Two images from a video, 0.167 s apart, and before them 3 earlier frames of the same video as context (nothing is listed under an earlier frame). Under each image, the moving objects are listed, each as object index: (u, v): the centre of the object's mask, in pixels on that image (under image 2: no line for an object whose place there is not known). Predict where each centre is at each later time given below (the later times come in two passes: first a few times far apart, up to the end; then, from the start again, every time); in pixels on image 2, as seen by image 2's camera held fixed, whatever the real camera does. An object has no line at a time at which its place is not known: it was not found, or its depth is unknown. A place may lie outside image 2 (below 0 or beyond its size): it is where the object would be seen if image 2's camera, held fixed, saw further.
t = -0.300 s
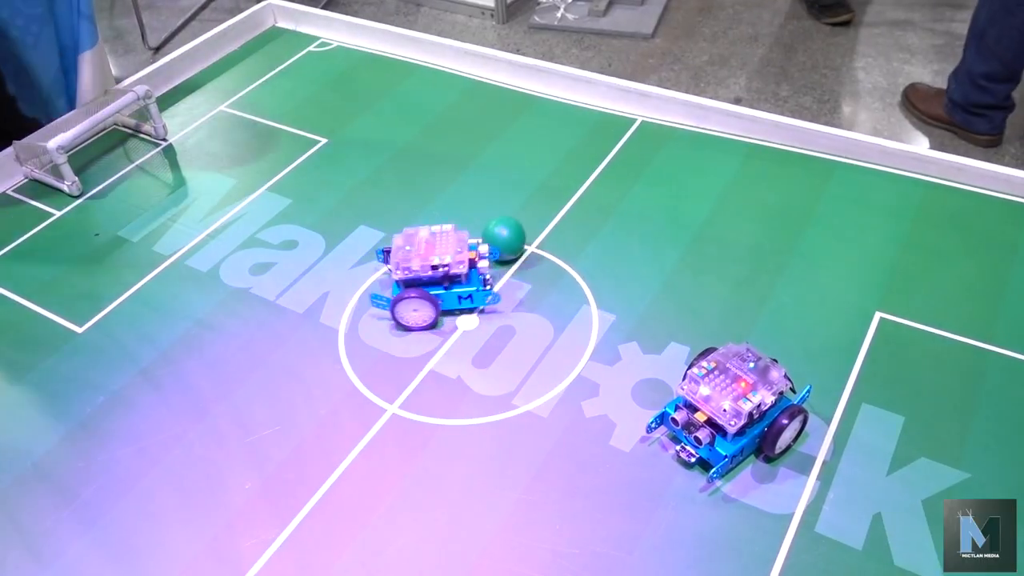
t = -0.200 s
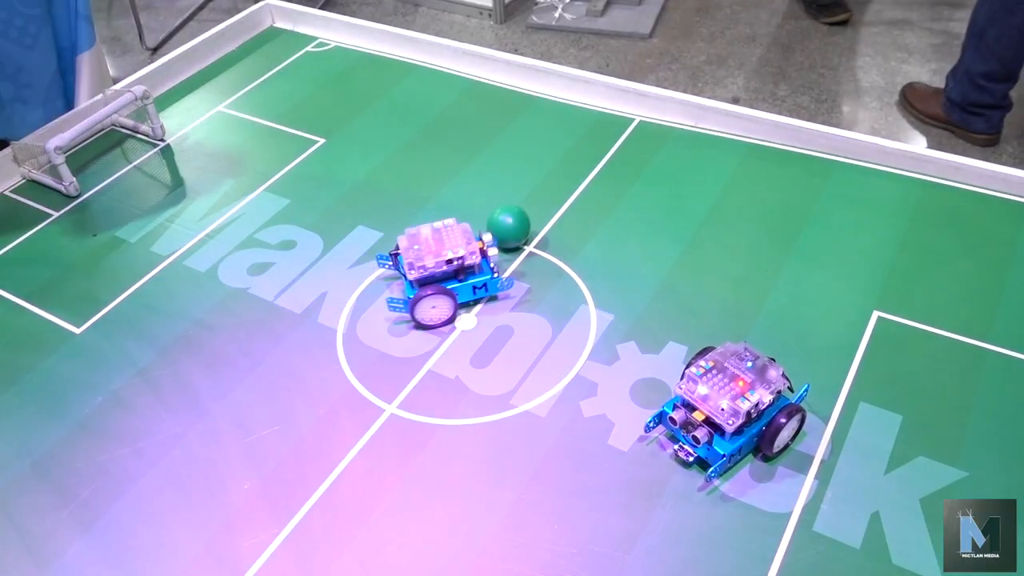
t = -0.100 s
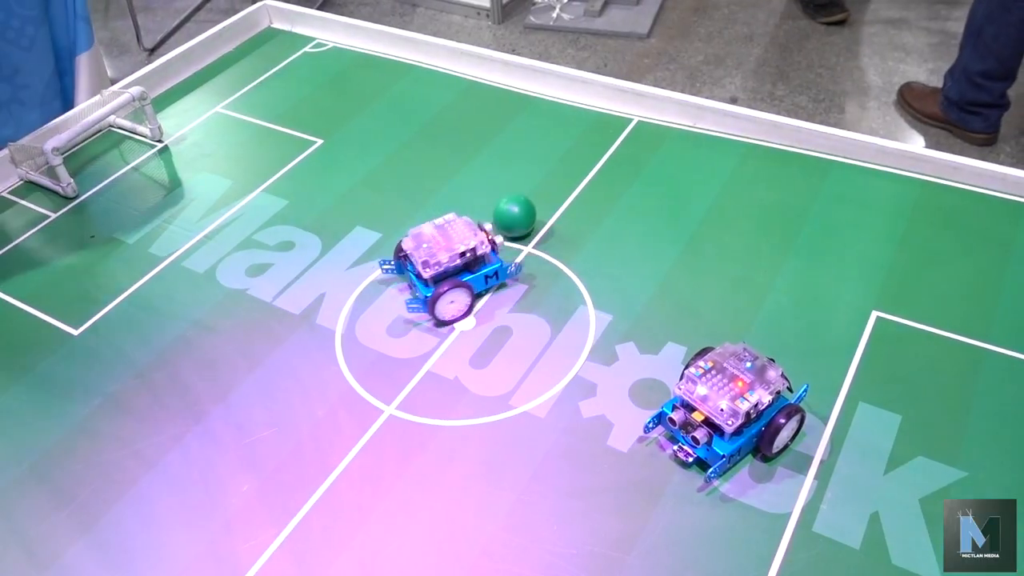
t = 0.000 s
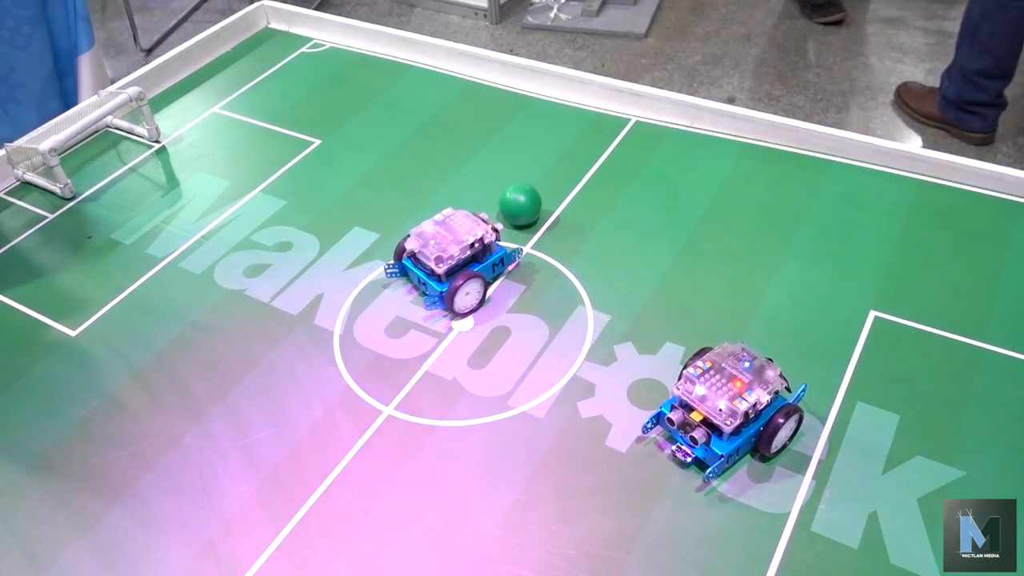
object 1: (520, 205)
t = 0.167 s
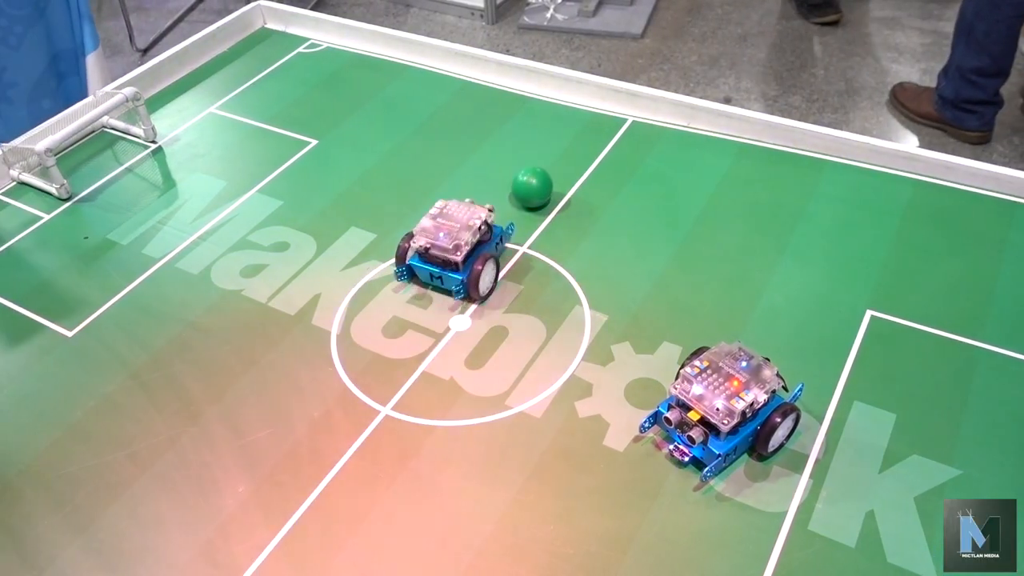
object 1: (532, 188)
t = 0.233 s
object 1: (538, 181)
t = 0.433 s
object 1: (553, 162)
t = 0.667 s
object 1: (570, 144)
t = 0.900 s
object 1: (589, 128)
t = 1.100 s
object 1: (600, 115)
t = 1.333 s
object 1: (606, 104)
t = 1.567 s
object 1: (601, 100)
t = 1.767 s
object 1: (589, 102)
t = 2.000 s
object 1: (569, 105)
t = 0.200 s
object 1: (535, 184)
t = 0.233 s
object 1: (538, 181)
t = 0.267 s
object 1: (540, 177)
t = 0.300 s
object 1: (543, 174)
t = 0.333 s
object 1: (545, 171)
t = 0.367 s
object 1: (548, 168)
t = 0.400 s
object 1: (551, 165)
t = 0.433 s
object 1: (553, 162)
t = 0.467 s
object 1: (555, 160)
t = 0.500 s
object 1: (558, 157)
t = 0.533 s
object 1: (560, 154)
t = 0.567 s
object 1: (563, 152)
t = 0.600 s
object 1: (565, 149)
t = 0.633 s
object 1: (568, 147)
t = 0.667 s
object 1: (570, 144)
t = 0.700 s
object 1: (573, 142)
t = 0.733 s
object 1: (576, 139)
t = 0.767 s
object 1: (578, 137)
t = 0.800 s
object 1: (581, 134)
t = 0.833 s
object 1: (584, 132)
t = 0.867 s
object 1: (586, 130)
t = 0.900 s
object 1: (589, 128)
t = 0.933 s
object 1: (591, 125)
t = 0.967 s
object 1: (593, 123)
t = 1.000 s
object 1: (595, 121)
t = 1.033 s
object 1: (597, 119)
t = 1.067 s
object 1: (599, 117)
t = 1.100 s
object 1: (600, 115)
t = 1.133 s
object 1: (601, 113)
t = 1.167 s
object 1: (603, 111)
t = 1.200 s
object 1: (604, 109)
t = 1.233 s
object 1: (604, 108)
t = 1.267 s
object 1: (605, 106)
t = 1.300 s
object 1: (605, 105)
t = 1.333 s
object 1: (606, 104)
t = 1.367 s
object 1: (606, 102)
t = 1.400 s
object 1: (606, 101)
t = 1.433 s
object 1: (606, 100)
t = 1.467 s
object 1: (605, 99)
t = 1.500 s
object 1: (604, 99)
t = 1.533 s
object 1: (603, 100)
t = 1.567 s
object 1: (601, 100)
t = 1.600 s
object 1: (599, 100)
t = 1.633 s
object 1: (598, 101)
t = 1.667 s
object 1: (596, 101)
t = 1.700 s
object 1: (594, 102)
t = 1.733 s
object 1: (592, 102)
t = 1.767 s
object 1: (589, 102)
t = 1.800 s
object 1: (587, 103)
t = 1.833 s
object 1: (584, 103)
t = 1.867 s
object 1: (581, 104)
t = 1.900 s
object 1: (578, 104)
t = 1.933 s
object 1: (576, 104)
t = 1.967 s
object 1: (573, 105)
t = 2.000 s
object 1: (569, 105)
